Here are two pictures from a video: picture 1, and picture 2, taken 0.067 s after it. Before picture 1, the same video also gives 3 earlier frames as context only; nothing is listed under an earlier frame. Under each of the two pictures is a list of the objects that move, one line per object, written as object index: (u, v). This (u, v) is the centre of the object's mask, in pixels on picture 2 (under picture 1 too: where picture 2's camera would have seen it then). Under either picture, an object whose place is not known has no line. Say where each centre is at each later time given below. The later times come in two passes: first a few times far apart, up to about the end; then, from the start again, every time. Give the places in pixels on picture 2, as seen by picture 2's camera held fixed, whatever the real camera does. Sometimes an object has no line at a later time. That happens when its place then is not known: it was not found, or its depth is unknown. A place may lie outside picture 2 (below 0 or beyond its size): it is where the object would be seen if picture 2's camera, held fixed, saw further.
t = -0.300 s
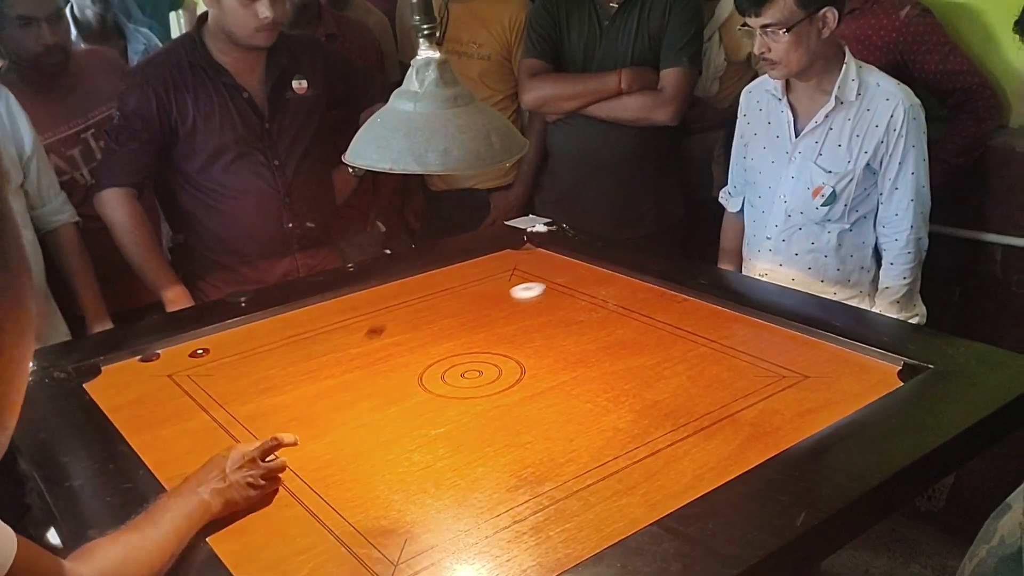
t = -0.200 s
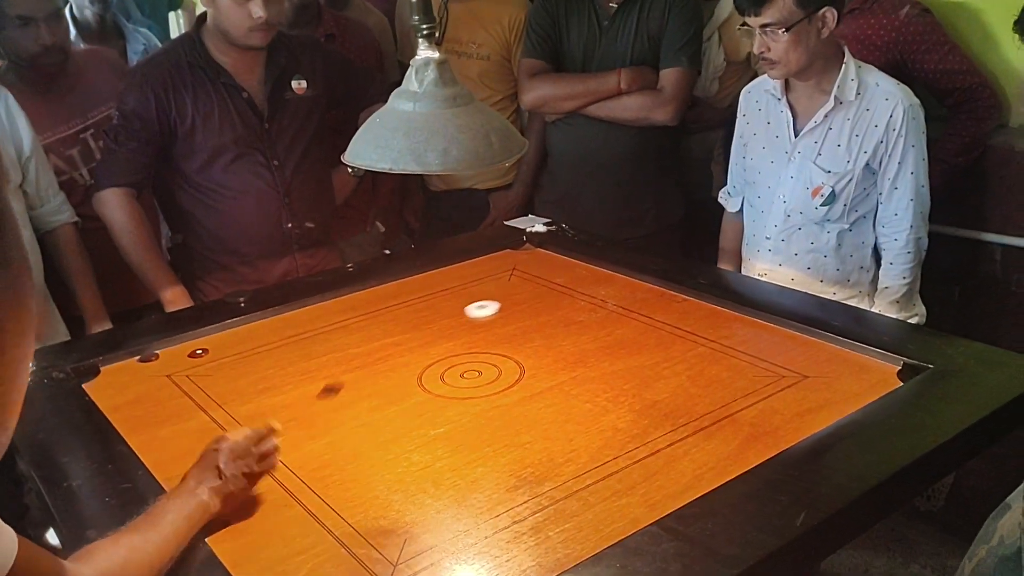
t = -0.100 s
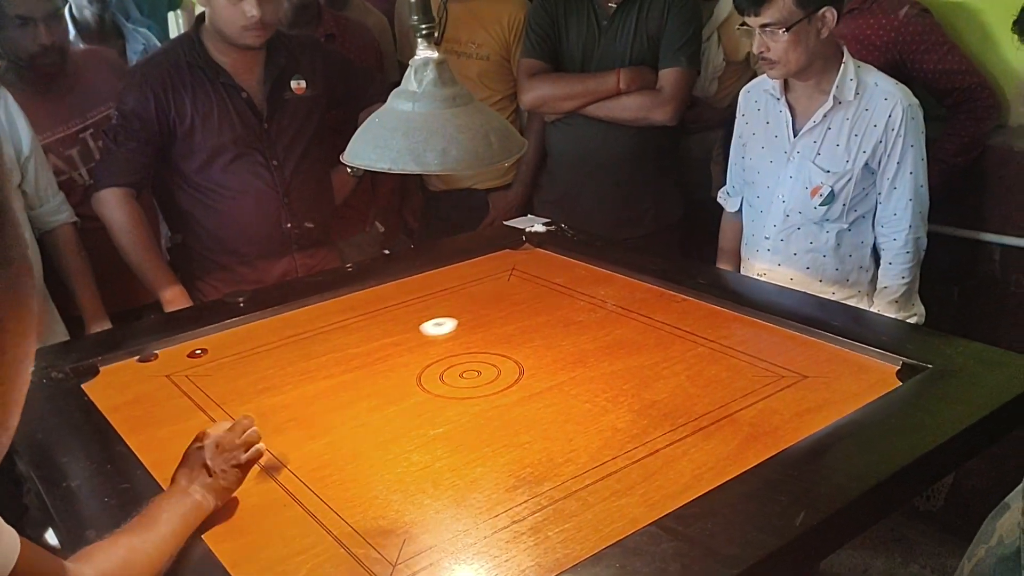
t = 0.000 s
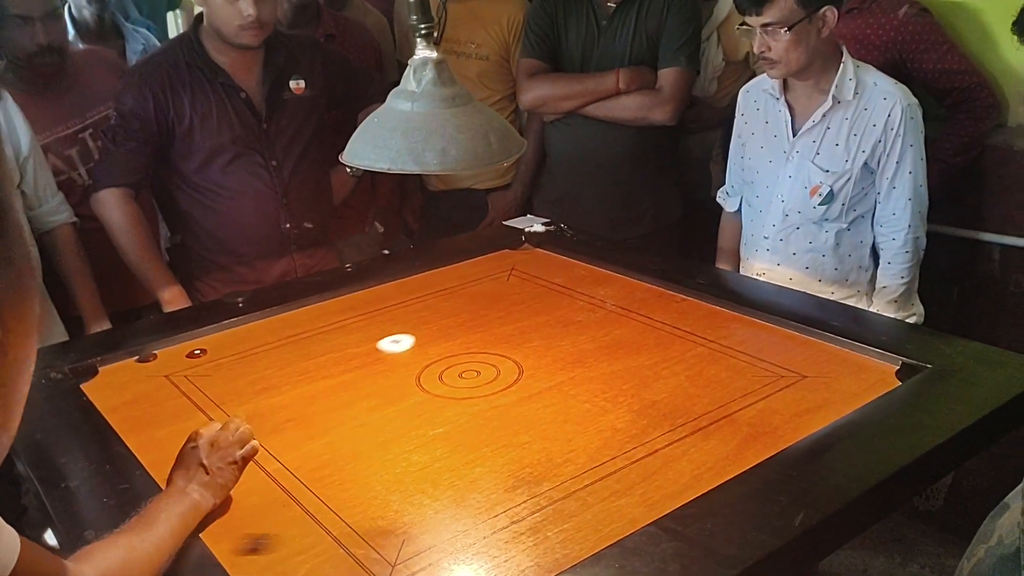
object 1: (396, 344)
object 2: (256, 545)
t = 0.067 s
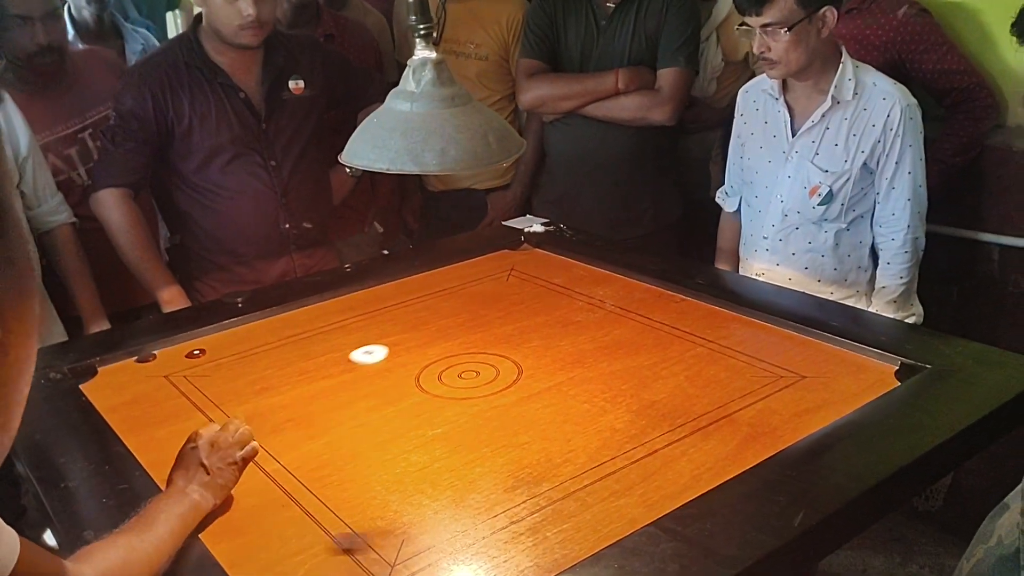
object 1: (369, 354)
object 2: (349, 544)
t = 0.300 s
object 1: (289, 386)
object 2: (623, 516)
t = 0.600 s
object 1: (268, 395)
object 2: (634, 421)
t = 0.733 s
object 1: (268, 395)
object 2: (632, 408)
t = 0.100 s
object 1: (356, 360)
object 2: (398, 543)
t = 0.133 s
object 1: (344, 364)
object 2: (444, 545)
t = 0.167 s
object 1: (332, 369)
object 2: (493, 543)
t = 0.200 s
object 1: (320, 374)
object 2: (538, 541)
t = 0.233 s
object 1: (310, 378)
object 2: (583, 541)
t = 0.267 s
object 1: (299, 382)
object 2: (616, 534)
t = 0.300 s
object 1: (289, 386)
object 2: (623, 516)
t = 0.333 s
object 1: (281, 390)
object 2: (625, 499)
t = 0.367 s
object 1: (275, 392)
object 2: (627, 484)
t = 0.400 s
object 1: (271, 393)
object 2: (630, 471)
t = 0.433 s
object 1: (269, 394)
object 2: (631, 459)
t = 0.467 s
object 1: (268, 395)
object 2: (632, 449)
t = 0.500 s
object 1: (268, 395)
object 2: (632, 440)
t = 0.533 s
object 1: (268, 395)
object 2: (633, 433)
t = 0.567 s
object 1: (268, 395)
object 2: (634, 426)
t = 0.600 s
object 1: (268, 395)
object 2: (634, 421)
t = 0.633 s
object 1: (268, 395)
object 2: (634, 417)
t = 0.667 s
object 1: (268, 395)
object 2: (633, 413)
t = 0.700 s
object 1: (268, 395)
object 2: (633, 410)
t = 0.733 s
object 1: (268, 395)
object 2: (632, 408)
